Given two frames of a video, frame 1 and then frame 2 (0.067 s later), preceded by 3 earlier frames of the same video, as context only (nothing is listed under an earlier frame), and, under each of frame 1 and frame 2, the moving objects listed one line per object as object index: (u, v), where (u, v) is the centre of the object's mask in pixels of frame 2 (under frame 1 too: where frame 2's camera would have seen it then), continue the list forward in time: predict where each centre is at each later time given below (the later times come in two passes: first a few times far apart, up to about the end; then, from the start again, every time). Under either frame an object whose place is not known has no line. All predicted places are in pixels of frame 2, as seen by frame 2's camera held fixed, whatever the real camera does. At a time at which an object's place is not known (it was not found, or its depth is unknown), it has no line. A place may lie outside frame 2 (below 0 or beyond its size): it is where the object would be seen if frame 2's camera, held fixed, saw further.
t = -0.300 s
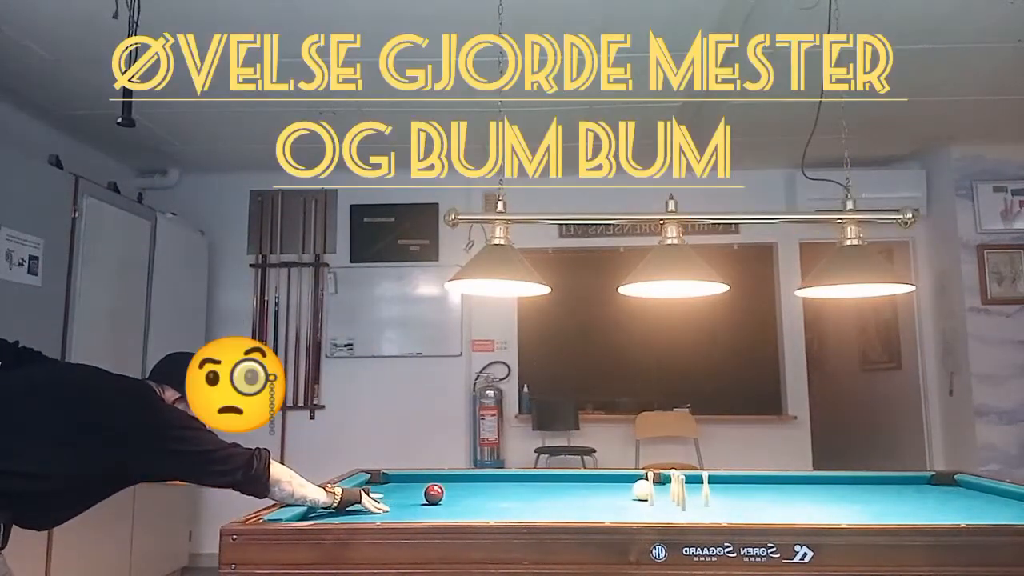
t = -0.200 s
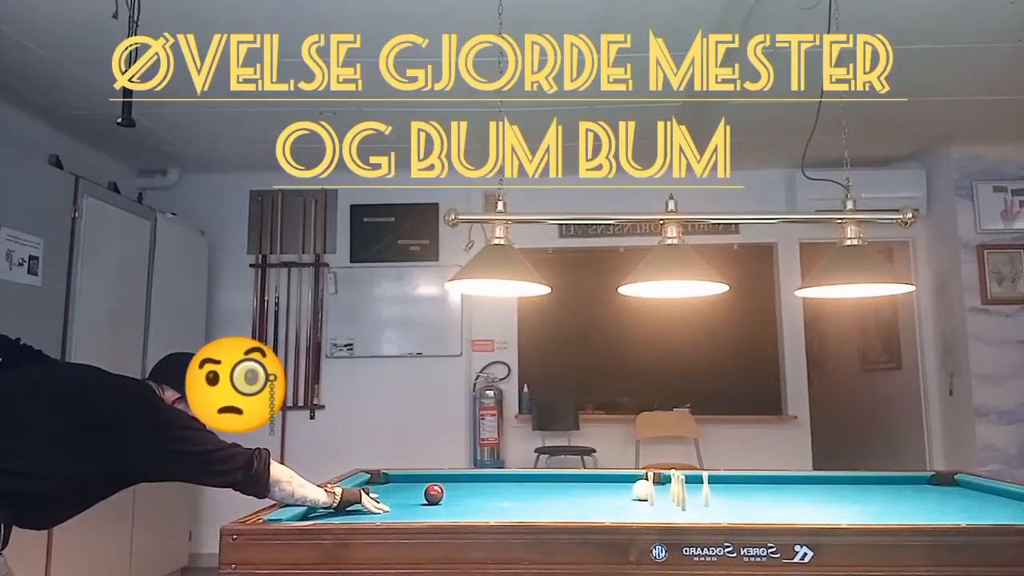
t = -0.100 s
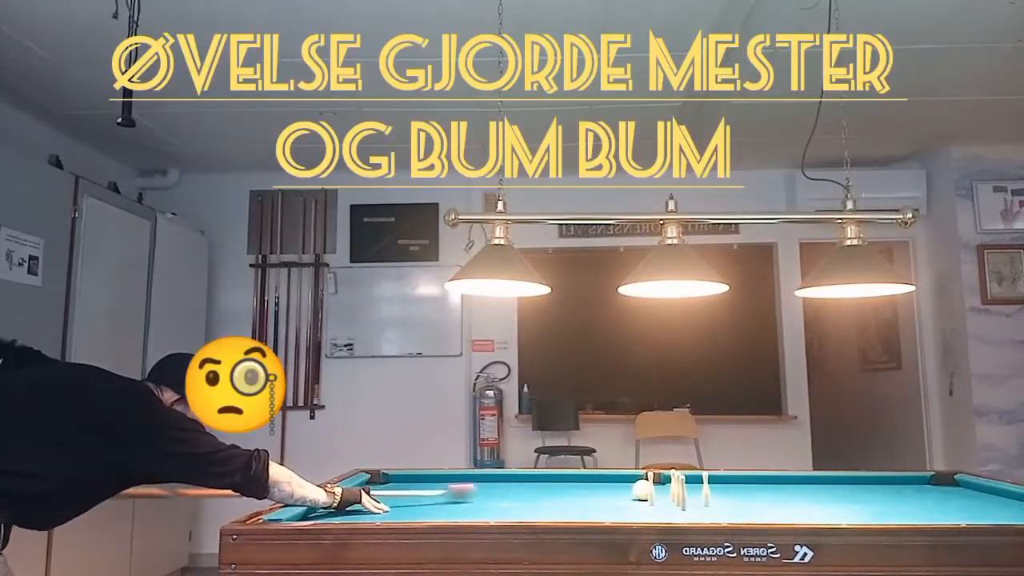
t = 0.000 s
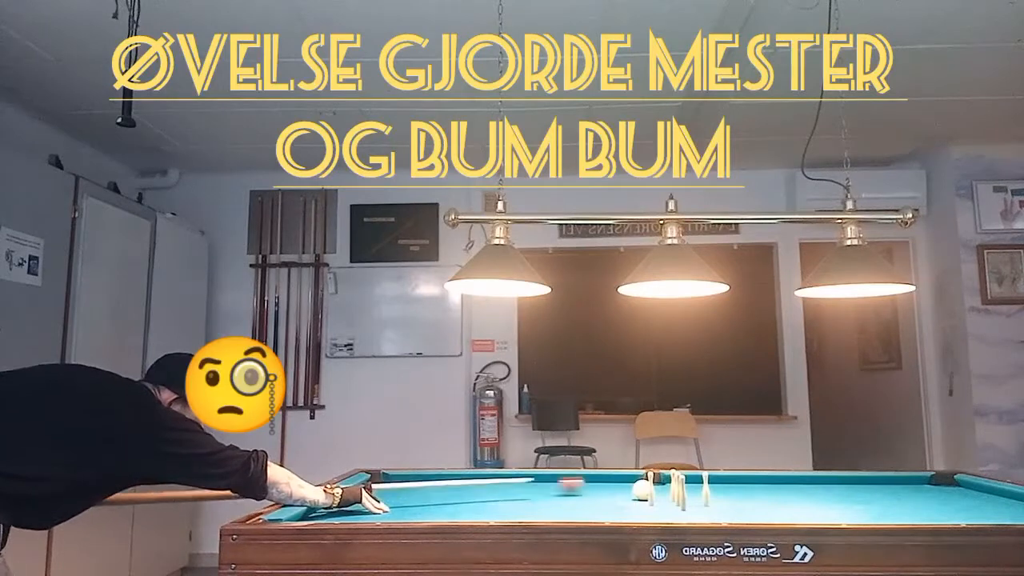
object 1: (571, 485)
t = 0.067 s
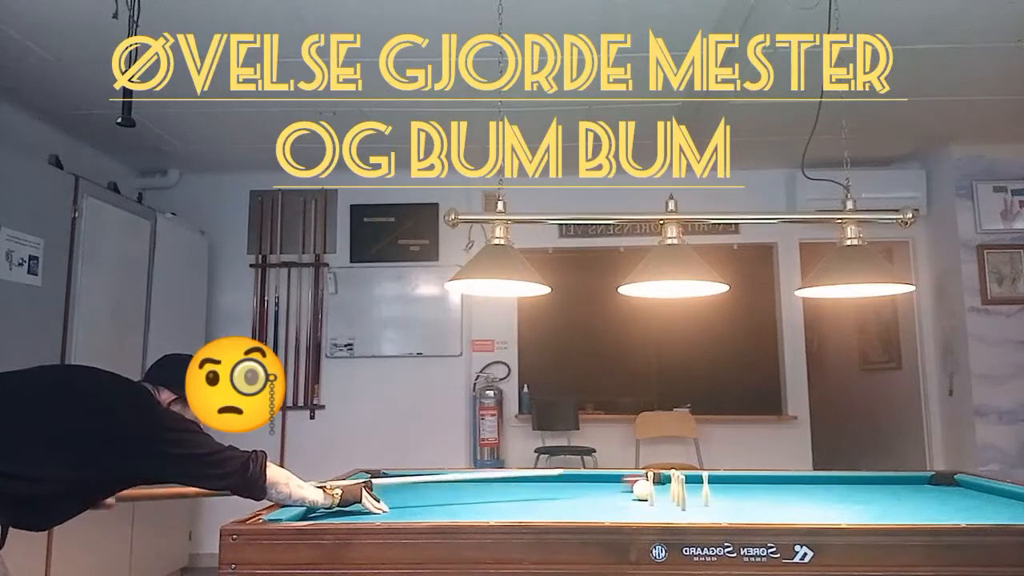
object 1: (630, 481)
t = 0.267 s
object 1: (792, 478)
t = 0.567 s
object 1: (988, 488)
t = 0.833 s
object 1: (927, 498)
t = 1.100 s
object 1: (873, 510)
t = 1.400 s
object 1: (795, 518)
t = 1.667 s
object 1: (690, 513)
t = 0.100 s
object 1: (661, 480)
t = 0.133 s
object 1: (693, 479)
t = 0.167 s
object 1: (719, 479)
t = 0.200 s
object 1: (745, 478)
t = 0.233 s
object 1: (769, 478)
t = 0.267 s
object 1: (792, 478)
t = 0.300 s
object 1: (816, 480)
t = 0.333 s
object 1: (839, 481)
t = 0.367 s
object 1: (862, 482)
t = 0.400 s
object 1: (885, 483)
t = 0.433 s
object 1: (907, 484)
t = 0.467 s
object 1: (930, 486)
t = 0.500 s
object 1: (951, 486)
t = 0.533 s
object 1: (972, 487)
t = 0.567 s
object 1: (988, 488)
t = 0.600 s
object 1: (978, 489)
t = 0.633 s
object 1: (970, 491)
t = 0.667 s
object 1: (962, 492)
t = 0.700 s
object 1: (954, 492)
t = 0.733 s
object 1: (946, 494)
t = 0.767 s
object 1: (939, 495)
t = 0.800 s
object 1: (933, 496)
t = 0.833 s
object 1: (927, 498)
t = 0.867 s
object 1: (921, 499)
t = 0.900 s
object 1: (915, 501)
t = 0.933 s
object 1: (908, 502)
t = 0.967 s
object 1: (902, 504)
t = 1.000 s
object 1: (895, 505)
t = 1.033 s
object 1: (888, 507)
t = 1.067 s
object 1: (881, 508)
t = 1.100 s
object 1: (873, 510)
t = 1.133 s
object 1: (866, 511)
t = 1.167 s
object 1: (858, 512)
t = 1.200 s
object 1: (850, 513)
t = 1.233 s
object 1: (842, 514)
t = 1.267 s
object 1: (833, 515)
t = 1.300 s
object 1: (825, 515)
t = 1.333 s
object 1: (816, 516)
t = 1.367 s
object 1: (807, 517)
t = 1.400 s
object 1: (795, 518)
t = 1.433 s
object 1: (781, 517)
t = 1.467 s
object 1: (767, 517)
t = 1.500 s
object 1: (754, 516)
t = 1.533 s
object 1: (741, 515)
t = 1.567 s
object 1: (727, 515)
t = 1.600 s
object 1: (715, 514)
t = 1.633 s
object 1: (702, 513)
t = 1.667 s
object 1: (690, 513)
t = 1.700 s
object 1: (677, 512)
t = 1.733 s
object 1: (666, 512)
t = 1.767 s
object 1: (654, 511)
